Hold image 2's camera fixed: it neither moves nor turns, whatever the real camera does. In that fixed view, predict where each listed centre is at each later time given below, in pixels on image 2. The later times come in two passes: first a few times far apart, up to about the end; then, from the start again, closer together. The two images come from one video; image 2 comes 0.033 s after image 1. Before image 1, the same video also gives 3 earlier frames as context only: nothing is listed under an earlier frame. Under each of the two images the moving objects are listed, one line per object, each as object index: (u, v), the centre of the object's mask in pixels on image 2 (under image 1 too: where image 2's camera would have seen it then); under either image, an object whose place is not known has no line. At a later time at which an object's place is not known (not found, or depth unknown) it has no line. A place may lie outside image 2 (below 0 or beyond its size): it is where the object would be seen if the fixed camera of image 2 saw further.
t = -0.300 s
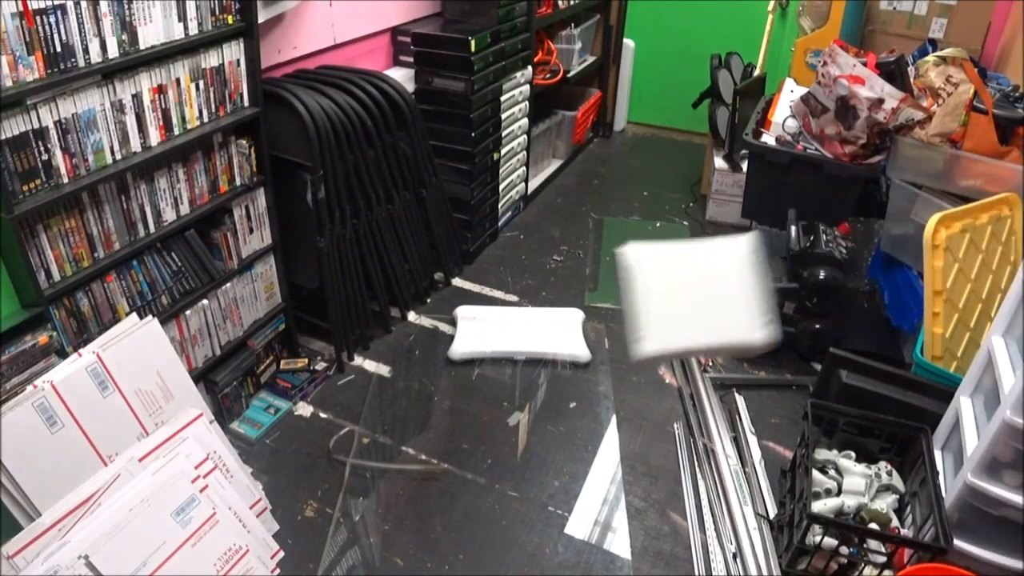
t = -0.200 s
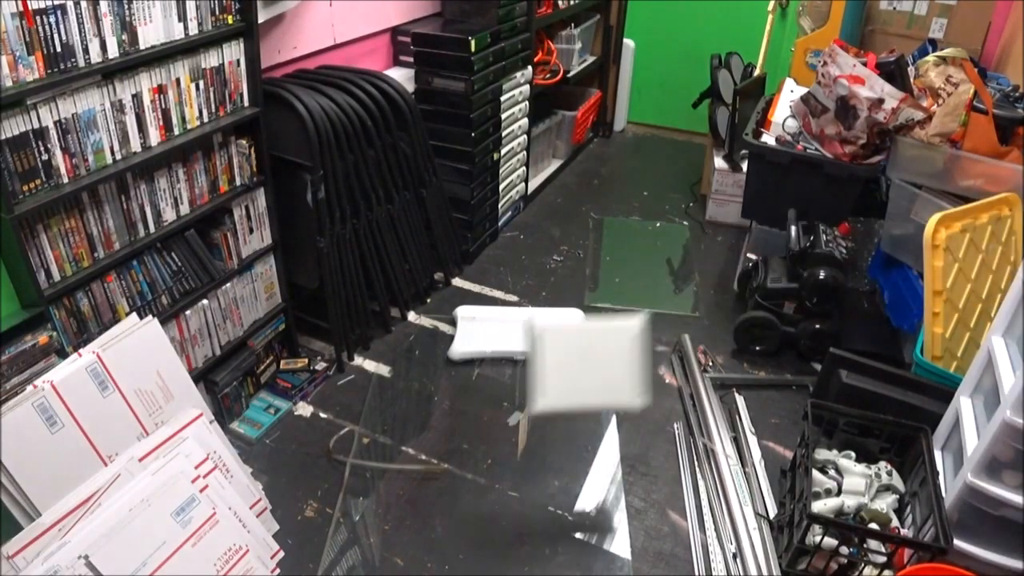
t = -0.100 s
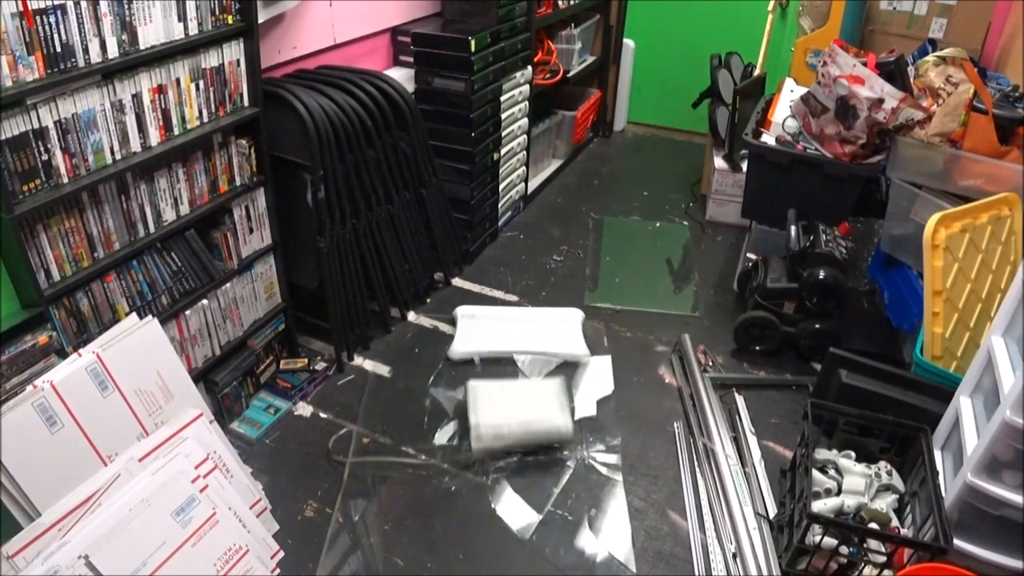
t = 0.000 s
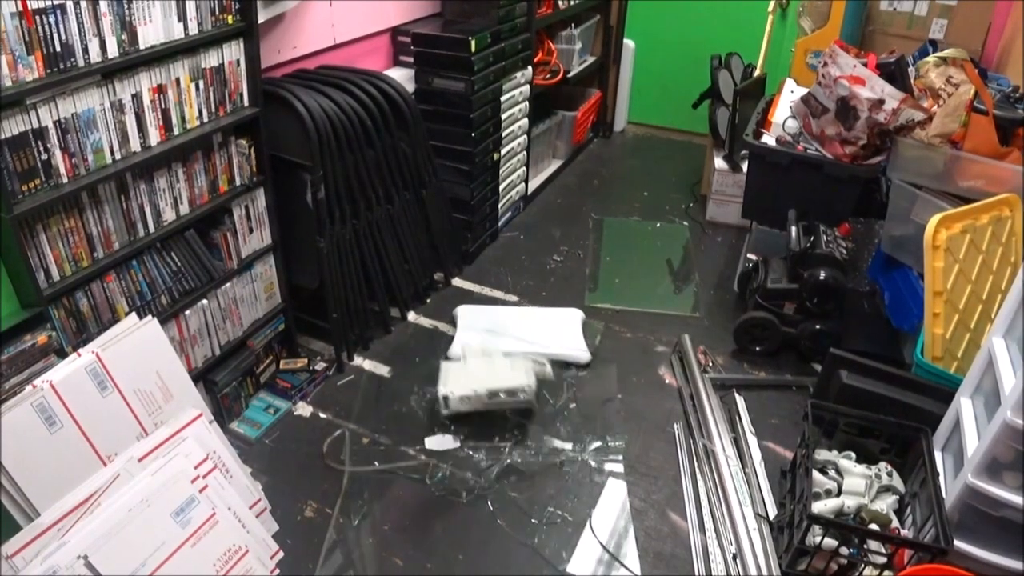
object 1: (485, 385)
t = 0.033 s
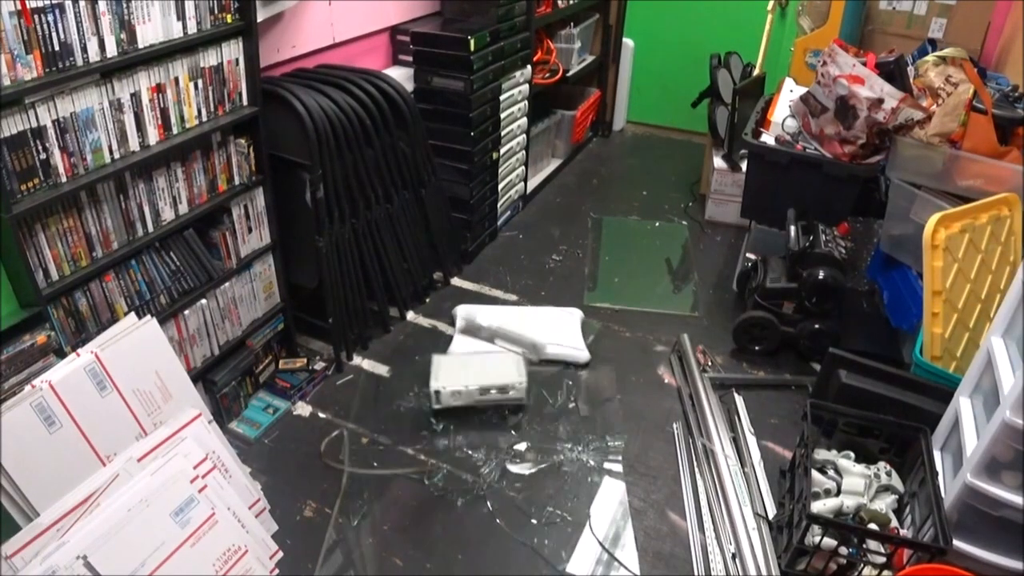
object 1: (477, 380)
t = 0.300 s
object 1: (446, 381)
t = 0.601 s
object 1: (444, 382)
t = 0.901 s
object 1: (444, 382)
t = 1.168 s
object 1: (444, 382)
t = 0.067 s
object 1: (471, 376)
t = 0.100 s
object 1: (465, 374)
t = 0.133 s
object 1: (460, 373)
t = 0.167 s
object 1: (457, 373)
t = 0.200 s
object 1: (453, 376)
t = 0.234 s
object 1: (449, 379)
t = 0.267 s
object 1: (447, 380)
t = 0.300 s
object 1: (446, 381)
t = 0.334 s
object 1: (445, 381)
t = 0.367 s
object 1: (444, 382)
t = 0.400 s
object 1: (445, 384)
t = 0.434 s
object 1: (445, 384)
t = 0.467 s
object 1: (444, 381)
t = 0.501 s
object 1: (444, 382)
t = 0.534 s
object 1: (444, 382)
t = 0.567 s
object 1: (444, 382)
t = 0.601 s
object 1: (444, 382)
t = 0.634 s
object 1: (444, 382)
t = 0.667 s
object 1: (444, 382)
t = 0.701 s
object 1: (444, 382)
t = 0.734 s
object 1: (444, 382)
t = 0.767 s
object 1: (444, 382)
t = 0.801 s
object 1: (444, 382)
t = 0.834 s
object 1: (444, 382)
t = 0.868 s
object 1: (444, 382)
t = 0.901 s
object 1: (444, 382)
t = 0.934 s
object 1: (444, 382)
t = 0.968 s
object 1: (444, 382)
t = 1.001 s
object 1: (444, 382)
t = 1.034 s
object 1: (444, 382)
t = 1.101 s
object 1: (444, 382)
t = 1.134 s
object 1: (444, 382)
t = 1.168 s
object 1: (444, 382)
